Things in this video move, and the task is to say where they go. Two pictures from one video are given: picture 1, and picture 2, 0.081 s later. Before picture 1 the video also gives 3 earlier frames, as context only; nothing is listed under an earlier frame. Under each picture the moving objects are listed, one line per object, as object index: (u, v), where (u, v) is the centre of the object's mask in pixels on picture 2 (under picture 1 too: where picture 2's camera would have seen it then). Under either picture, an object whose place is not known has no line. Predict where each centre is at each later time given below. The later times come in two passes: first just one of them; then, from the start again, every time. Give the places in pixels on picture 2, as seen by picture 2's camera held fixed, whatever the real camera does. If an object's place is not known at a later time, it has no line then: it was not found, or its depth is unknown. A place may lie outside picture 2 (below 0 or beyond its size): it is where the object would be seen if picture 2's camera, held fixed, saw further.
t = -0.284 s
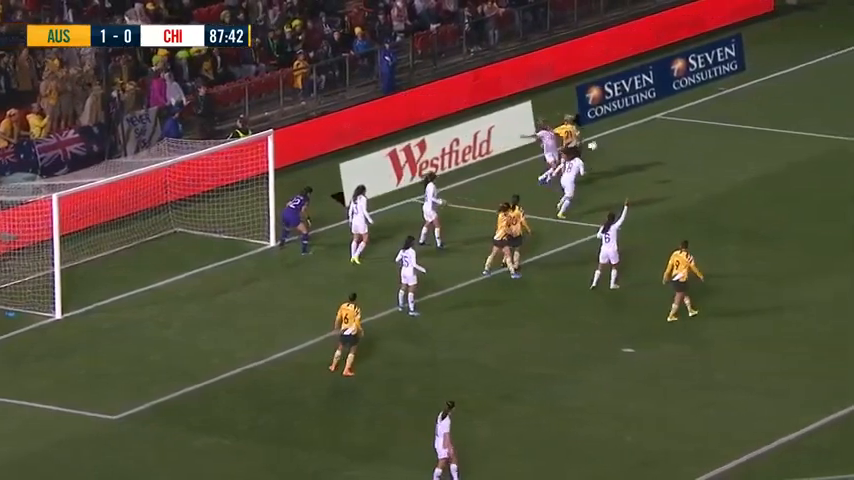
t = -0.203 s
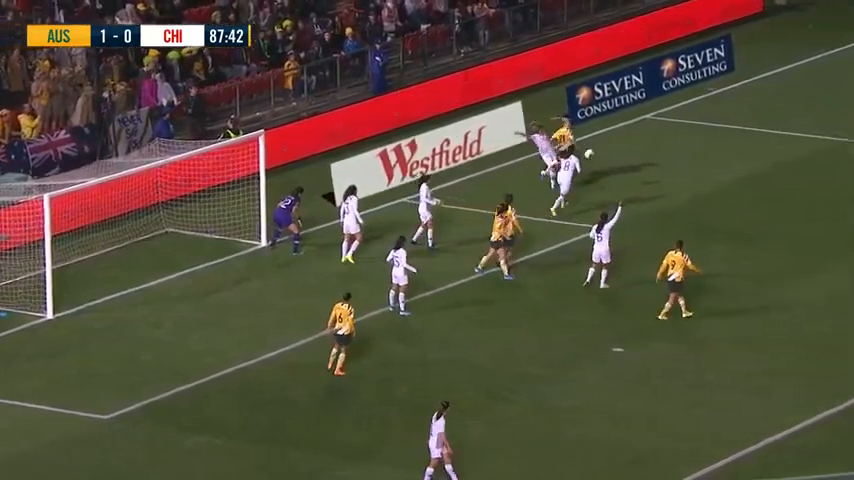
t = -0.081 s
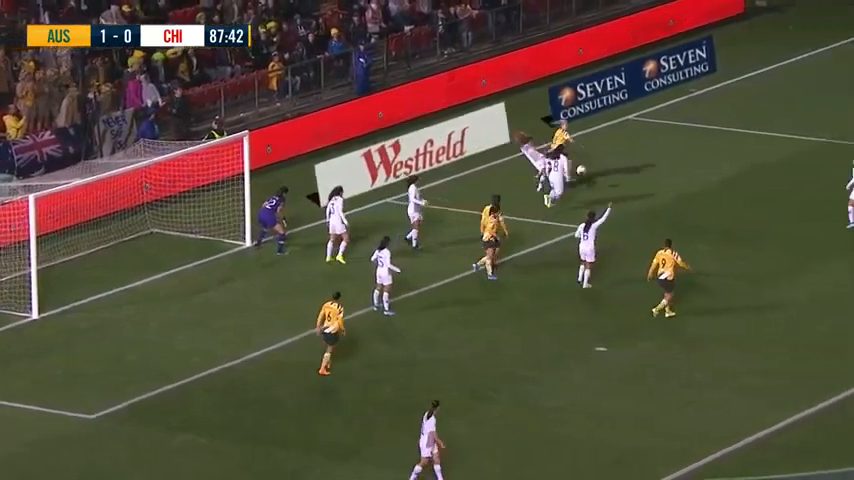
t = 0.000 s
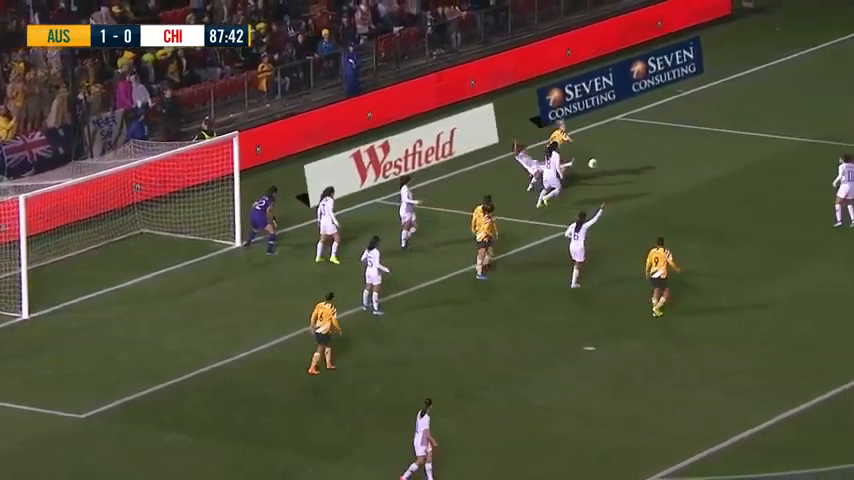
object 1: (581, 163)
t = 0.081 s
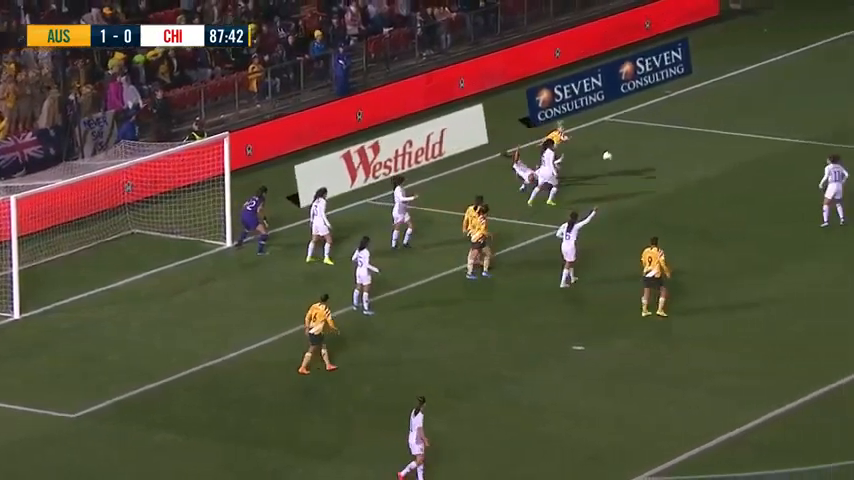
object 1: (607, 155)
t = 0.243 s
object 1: (657, 149)
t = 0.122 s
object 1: (619, 153)
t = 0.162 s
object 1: (633, 150)
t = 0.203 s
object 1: (645, 150)
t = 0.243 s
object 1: (657, 149)
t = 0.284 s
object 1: (670, 149)
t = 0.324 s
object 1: (682, 150)
